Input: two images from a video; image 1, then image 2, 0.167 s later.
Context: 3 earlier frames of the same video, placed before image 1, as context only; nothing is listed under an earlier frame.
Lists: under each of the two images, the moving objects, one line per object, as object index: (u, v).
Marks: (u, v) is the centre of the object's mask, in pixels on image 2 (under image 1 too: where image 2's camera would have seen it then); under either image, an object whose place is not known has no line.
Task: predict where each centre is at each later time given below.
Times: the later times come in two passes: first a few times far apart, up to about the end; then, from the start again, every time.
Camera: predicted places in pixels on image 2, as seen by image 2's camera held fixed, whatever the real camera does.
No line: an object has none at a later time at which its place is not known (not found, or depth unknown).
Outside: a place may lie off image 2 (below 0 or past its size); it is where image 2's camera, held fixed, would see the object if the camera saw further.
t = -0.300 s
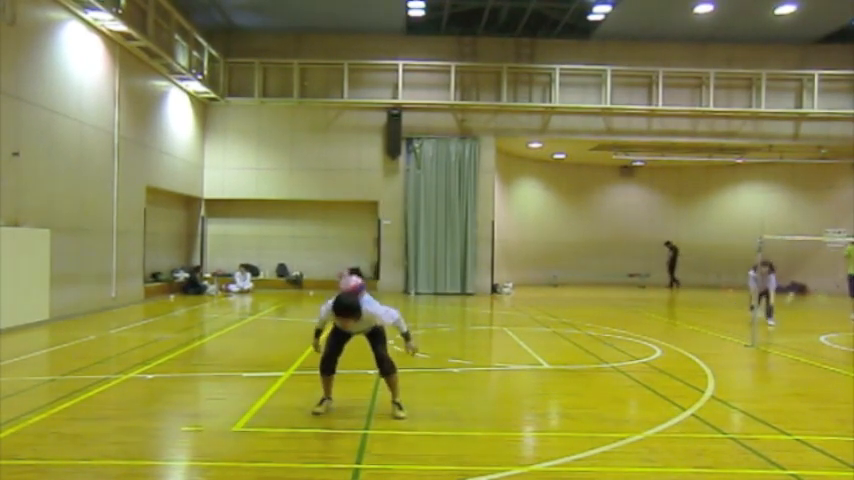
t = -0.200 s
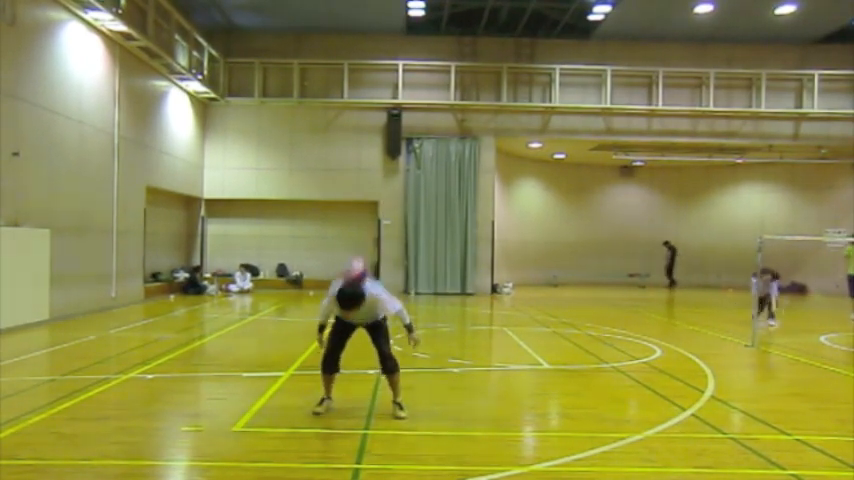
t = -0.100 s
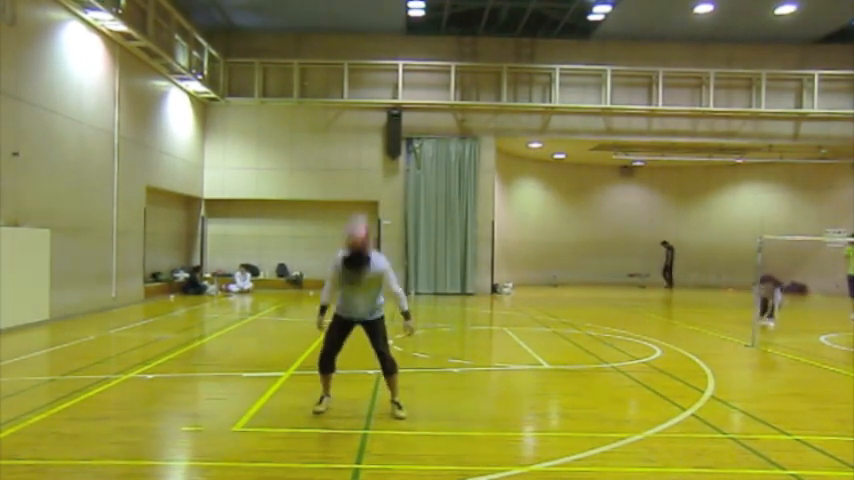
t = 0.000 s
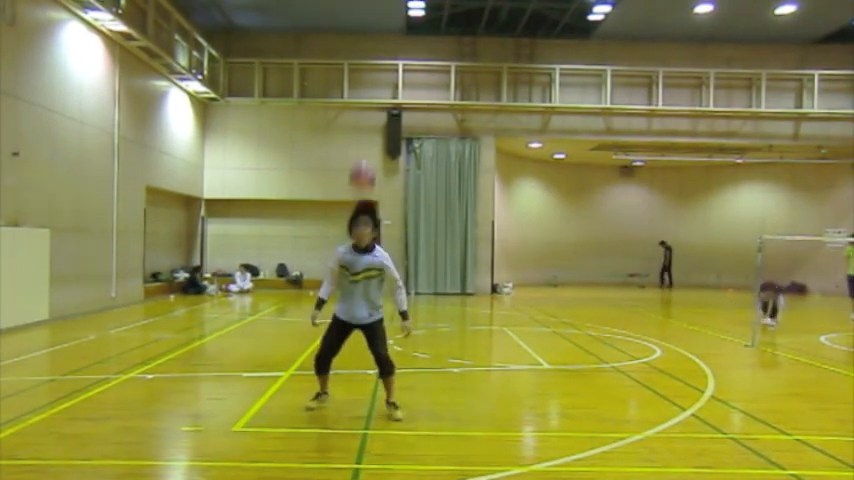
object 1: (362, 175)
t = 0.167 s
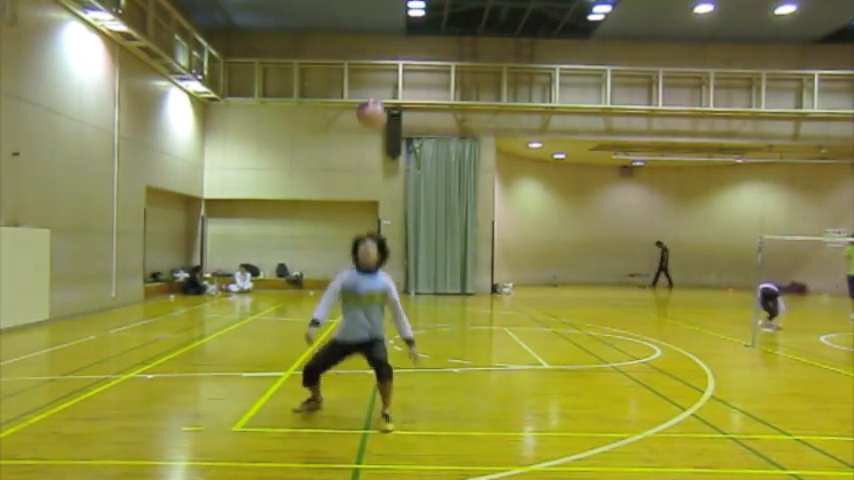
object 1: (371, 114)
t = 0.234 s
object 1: (372, 99)
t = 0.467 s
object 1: (382, 92)
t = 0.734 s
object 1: (391, 173)
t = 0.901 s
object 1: (396, 277)
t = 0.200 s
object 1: (371, 105)
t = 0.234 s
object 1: (372, 99)
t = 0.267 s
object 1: (373, 92)
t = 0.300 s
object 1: (375, 89)
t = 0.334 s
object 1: (377, 87)
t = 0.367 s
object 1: (378, 86)
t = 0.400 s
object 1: (379, 87)
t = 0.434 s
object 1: (380, 89)
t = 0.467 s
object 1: (382, 92)
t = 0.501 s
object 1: (383, 98)
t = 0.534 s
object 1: (384, 104)
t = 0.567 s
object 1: (386, 113)
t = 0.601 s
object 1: (387, 122)
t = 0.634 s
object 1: (388, 134)
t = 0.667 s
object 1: (389, 145)
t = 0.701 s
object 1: (389, 159)
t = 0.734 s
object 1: (391, 173)
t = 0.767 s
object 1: (393, 191)
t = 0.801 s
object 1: (394, 209)
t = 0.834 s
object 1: (394, 229)
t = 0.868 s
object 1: (396, 252)
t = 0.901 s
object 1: (396, 277)
